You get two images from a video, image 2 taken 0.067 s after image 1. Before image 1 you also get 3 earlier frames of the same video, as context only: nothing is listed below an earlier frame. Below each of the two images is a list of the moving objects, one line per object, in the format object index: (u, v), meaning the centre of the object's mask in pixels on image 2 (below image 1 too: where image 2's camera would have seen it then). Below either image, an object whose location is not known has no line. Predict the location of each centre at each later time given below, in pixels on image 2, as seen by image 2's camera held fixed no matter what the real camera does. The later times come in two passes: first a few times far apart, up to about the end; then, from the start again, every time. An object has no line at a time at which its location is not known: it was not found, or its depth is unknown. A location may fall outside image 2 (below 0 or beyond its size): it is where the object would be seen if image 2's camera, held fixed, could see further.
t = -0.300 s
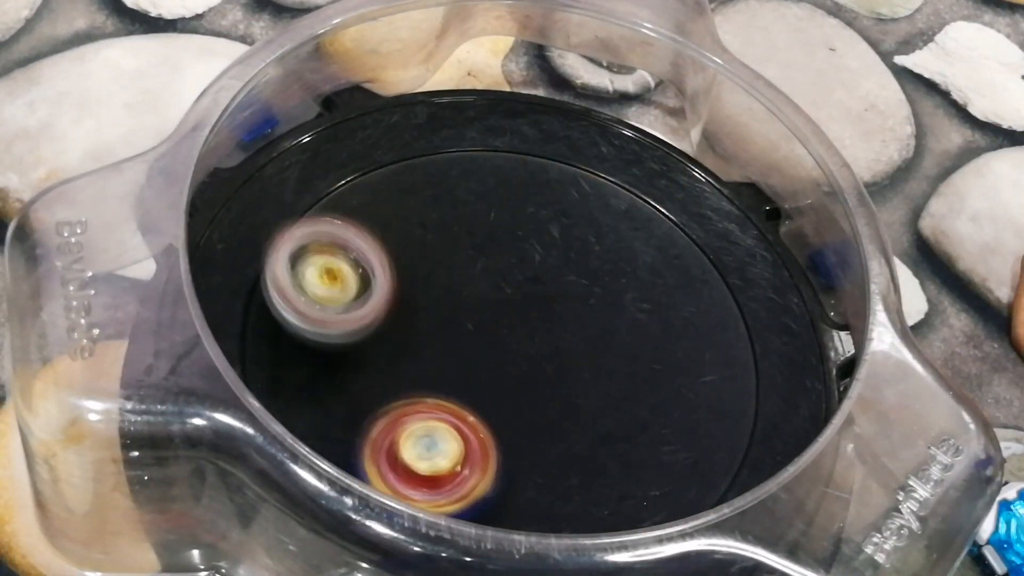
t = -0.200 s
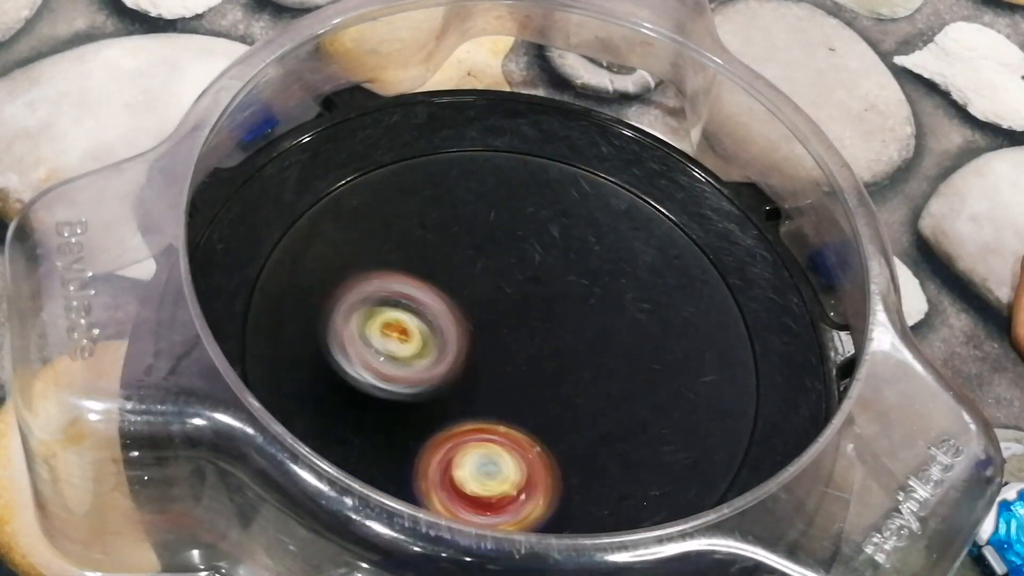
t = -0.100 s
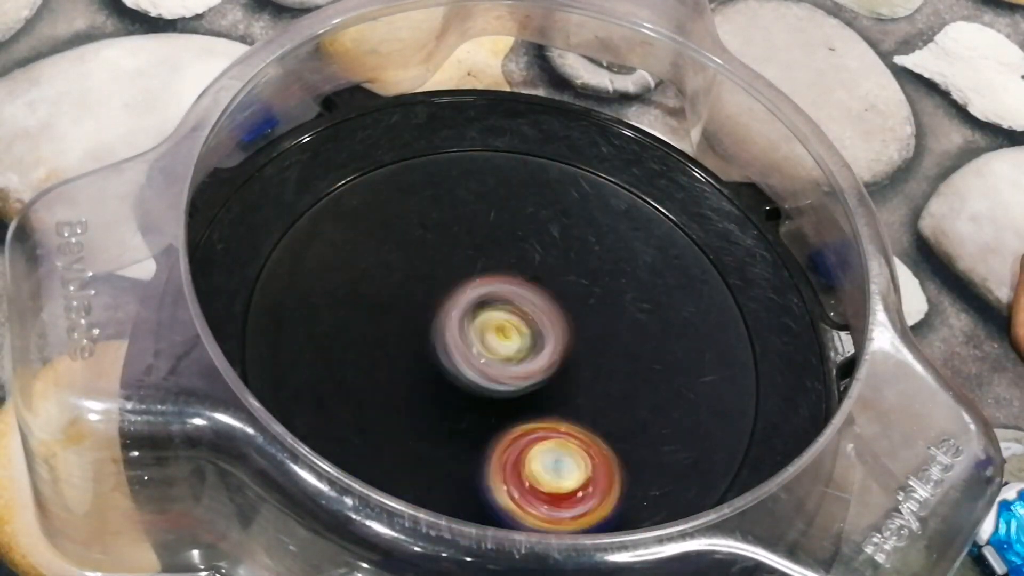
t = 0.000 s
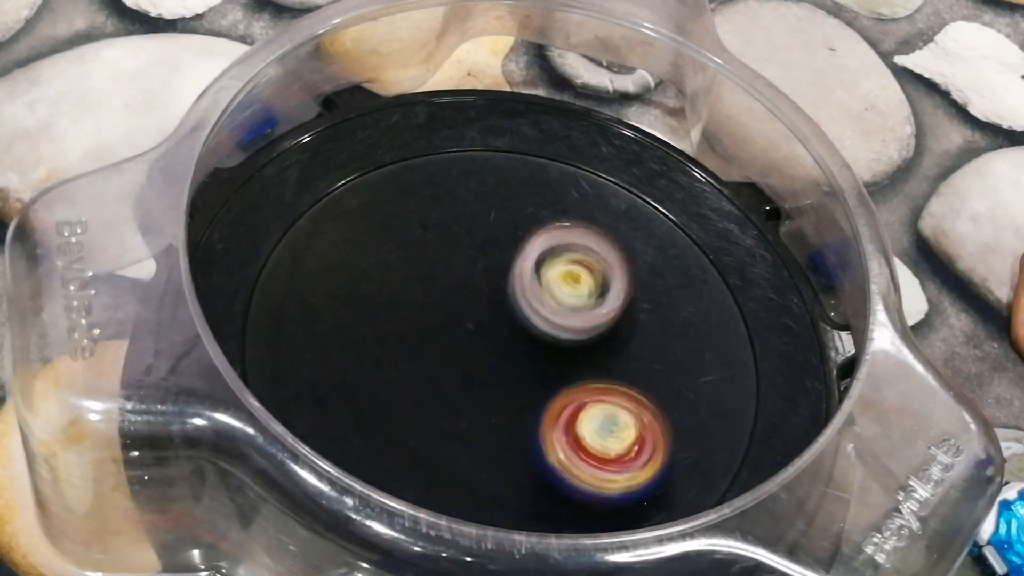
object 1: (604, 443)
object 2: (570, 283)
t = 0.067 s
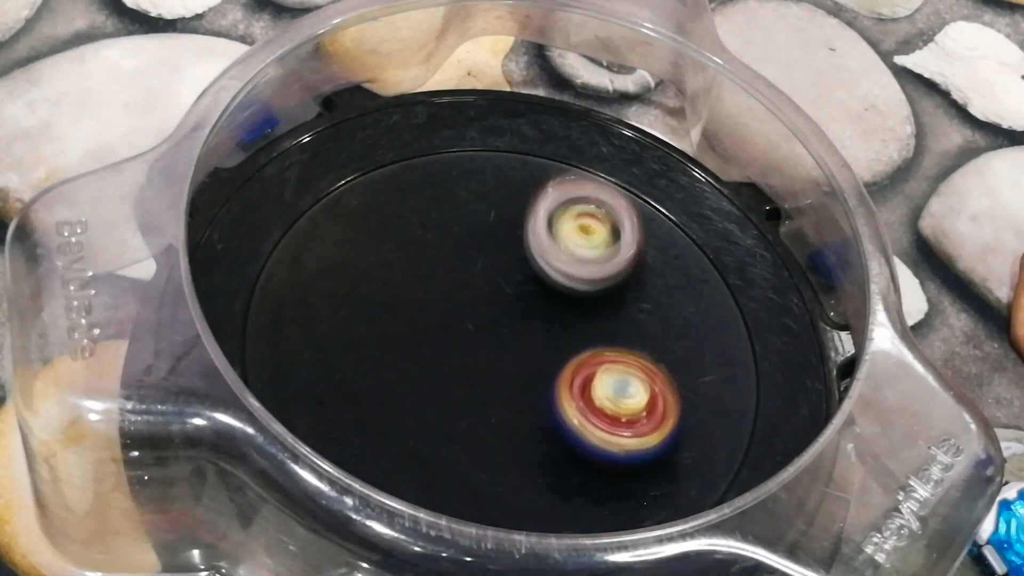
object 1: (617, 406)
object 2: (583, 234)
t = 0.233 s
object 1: (586, 313)
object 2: (500, 140)
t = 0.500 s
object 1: (494, 245)
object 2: (404, 326)
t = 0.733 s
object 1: (413, 275)
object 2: (634, 431)
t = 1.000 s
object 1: (523, 370)
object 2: (688, 248)
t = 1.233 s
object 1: (628, 325)
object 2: (463, 230)
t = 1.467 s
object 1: (581, 248)
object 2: (367, 400)
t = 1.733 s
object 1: (464, 313)
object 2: (619, 468)
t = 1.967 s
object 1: (491, 418)
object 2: (634, 282)
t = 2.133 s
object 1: (571, 441)
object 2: (516, 185)
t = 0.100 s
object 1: (617, 386)
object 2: (580, 208)
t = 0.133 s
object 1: (614, 367)
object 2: (570, 183)
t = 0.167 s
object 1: (607, 348)
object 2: (553, 163)
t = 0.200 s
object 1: (597, 330)
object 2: (529, 148)
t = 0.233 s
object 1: (586, 313)
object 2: (500, 140)
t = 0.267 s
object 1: (573, 299)
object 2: (470, 140)
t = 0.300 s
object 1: (560, 286)
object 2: (442, 149)
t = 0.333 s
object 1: (546, 273)
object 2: (420, 170)
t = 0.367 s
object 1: (532, 264)
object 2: (407, 199)
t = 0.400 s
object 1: (521, 257)
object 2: (400, 230)
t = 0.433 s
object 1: (515, 253)
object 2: (391, 261)
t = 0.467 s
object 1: (506, 249)
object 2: (393, 294)
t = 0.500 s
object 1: (494, 245)
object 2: (404, 326)
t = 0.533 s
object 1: (482, 241)
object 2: (425, 357)
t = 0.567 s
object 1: (469, 239)
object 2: (452, 384)
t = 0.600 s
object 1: (455, 239)
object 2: (483, 406)
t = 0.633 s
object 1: (441, 242)
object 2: (519, 422)
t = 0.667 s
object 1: (428, 249)
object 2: (557, 431)
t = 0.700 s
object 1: (419, 261)
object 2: (595, 434)
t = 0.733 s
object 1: (413, 275)
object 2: (634, 431)
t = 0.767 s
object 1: (413, 291)
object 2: (668, 420)
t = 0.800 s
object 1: (418, 307)
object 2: (696, 402)
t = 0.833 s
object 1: (430, 324)
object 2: (718, 379)
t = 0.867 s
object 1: (445, 338)
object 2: (731, 353)
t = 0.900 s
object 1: (461, 351)
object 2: (734, 324)
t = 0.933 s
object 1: (481, 360)
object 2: (727, 295)
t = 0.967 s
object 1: (501, 367)
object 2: (711, 270)
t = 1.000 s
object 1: (523, 370)
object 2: (688, 248)
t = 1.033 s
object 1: (543, 371)
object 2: (661, 231)
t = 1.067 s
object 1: (562, 368)
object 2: (629, 219)
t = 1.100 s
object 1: (579, 364)
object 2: (594, 212)
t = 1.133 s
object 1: (596, 356)
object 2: (560, 210)
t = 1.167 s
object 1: (609, 347)
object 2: (527, 212)
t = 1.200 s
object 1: (620, 337)
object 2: (494, 219)
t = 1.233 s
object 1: (628, 325)
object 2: (463, 230)
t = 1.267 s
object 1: (632, 312)
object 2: (434, 245)
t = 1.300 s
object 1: (632, 299)
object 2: (409, 263)
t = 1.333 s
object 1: (630, 286)
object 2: (388, 285)
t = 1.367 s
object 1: (622, 274)
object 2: (373, 310)
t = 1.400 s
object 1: (611, 263)
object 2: (363, 339)
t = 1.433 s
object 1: (597, 254)
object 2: (360, 370)
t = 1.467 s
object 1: (581, 248)
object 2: (367, 400)
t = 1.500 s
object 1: (562, 246)
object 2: (383, 426)
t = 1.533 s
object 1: (544, 247)
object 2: (409, 448)
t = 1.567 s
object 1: (526, 252)
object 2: (440, 466)
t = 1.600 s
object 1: (510, 260)
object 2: (477, 480)
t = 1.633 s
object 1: (495, 271)
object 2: (516, 487)
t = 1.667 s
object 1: (482, 283)
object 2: (555, 487)
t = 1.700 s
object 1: (472, 298)
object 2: (589, 481)
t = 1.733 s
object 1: (464, 313)
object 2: (619, 468)
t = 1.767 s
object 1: (461, 329)
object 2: (641, 447)
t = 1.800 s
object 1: (459, 345)
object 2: (654, 421)
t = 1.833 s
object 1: (460, 361)
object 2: (661, 394)
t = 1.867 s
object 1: (464, 376)
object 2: (663, 365)
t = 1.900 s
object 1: (471, 391)
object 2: (658, 337)
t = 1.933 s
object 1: (480, 405)
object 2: (648, 309)
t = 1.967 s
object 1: (491, 418)
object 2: (634, 282)
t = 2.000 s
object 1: (504, 428)
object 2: (617, 257)
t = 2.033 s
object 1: (519, 435)
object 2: (595, 235)
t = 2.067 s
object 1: (536, 440)
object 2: (572, 216)
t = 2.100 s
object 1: (553, 442)
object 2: (545, 199)
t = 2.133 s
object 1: (571, 441)
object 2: (516, 185)
